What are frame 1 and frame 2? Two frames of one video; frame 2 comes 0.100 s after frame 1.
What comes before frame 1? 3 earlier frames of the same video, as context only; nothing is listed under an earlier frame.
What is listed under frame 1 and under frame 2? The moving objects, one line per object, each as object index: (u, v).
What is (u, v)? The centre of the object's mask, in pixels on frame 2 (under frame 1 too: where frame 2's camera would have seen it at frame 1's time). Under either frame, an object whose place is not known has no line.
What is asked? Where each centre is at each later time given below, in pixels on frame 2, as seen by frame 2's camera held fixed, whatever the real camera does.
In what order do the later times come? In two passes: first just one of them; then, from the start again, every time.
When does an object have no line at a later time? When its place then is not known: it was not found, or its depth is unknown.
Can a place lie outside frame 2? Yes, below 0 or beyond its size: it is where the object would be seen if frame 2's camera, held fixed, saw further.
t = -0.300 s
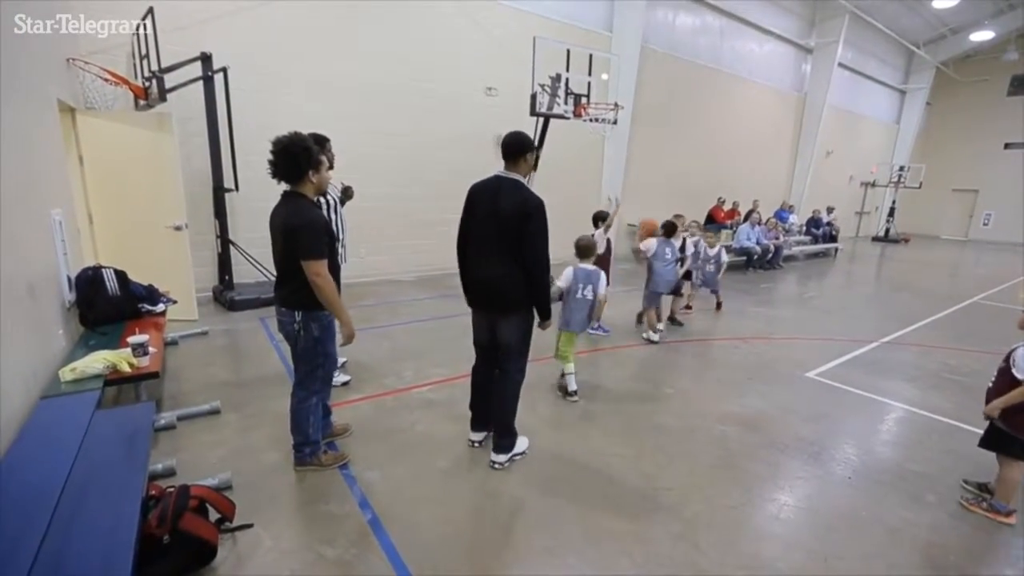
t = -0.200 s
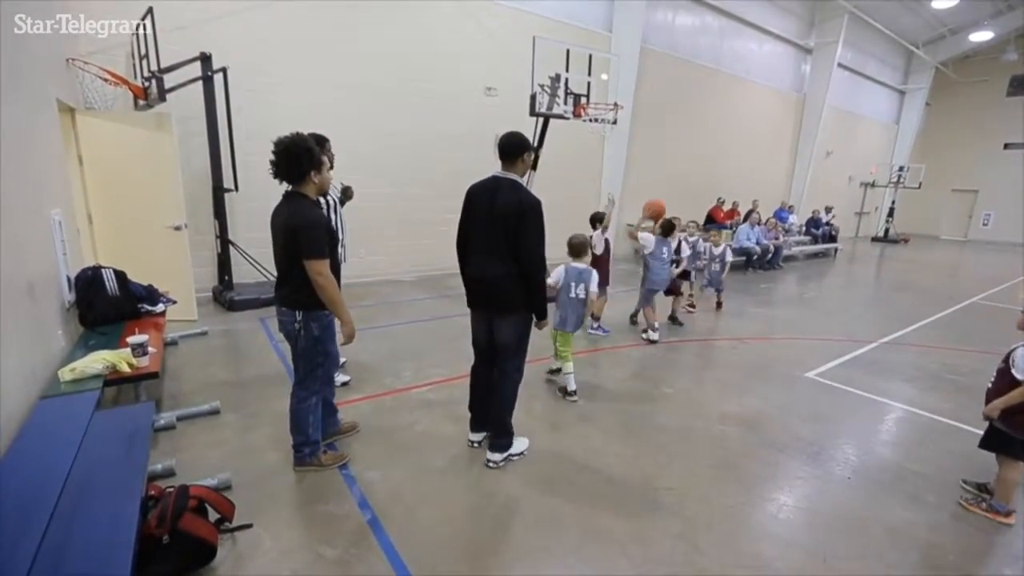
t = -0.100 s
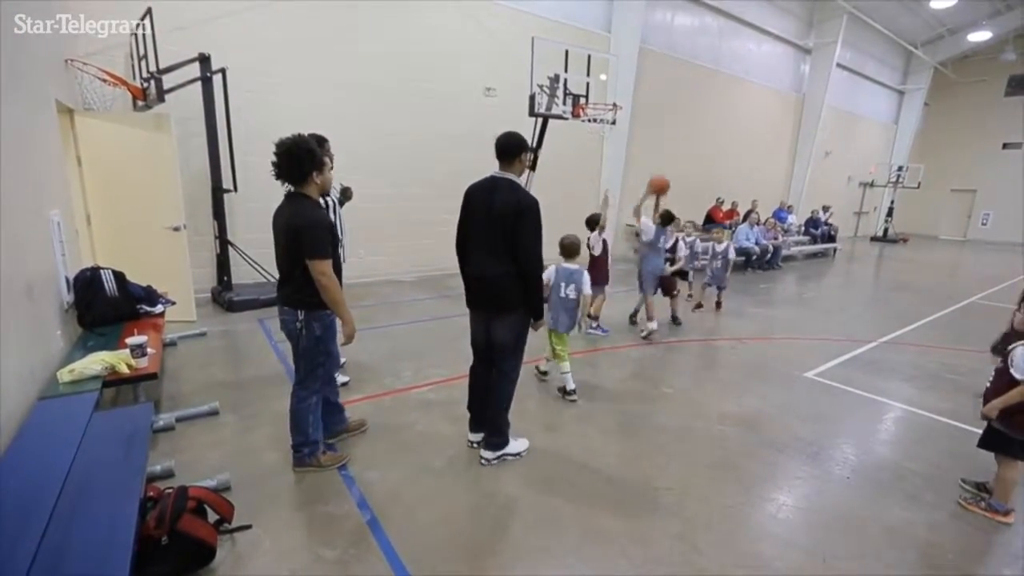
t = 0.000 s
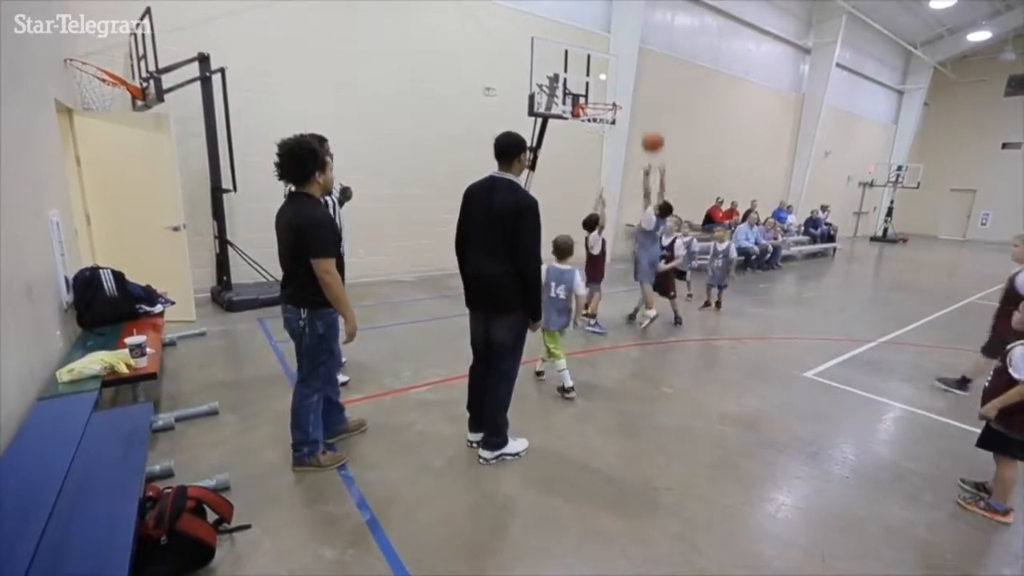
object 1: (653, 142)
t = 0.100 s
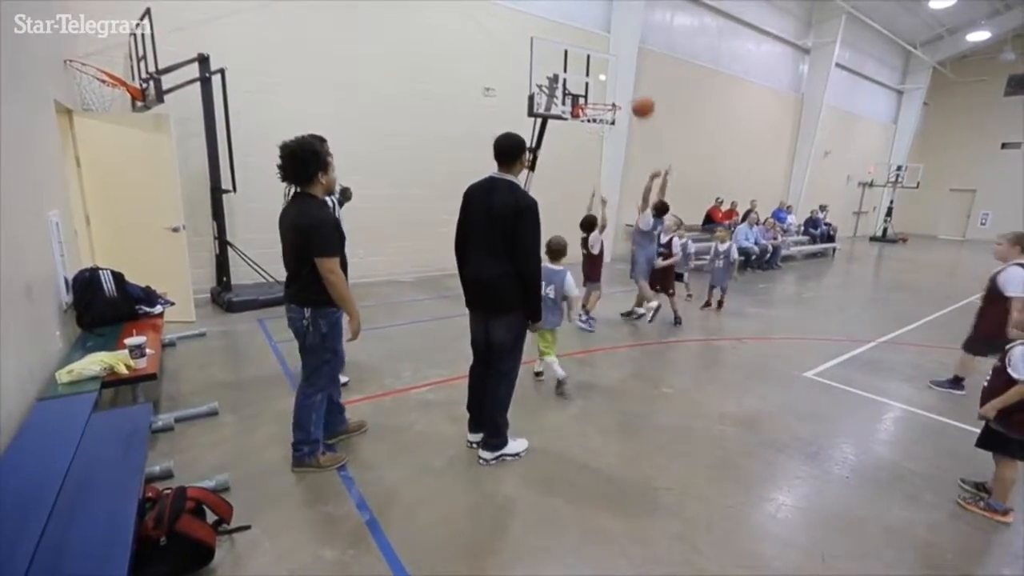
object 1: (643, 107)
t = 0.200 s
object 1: (634, 83)
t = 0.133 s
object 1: (640, 98)
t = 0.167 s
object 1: (637, 90)
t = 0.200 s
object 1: (634, 83)
